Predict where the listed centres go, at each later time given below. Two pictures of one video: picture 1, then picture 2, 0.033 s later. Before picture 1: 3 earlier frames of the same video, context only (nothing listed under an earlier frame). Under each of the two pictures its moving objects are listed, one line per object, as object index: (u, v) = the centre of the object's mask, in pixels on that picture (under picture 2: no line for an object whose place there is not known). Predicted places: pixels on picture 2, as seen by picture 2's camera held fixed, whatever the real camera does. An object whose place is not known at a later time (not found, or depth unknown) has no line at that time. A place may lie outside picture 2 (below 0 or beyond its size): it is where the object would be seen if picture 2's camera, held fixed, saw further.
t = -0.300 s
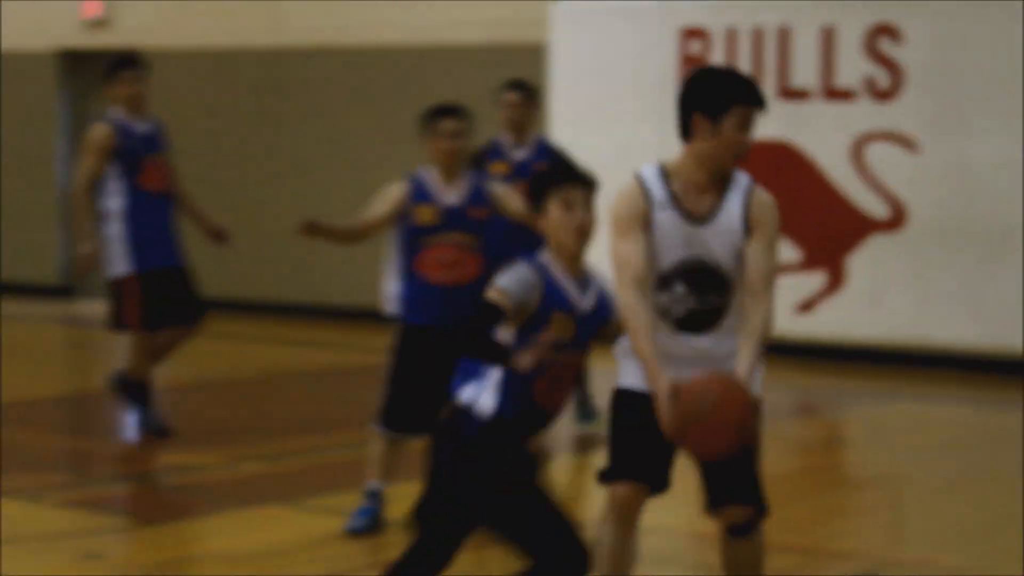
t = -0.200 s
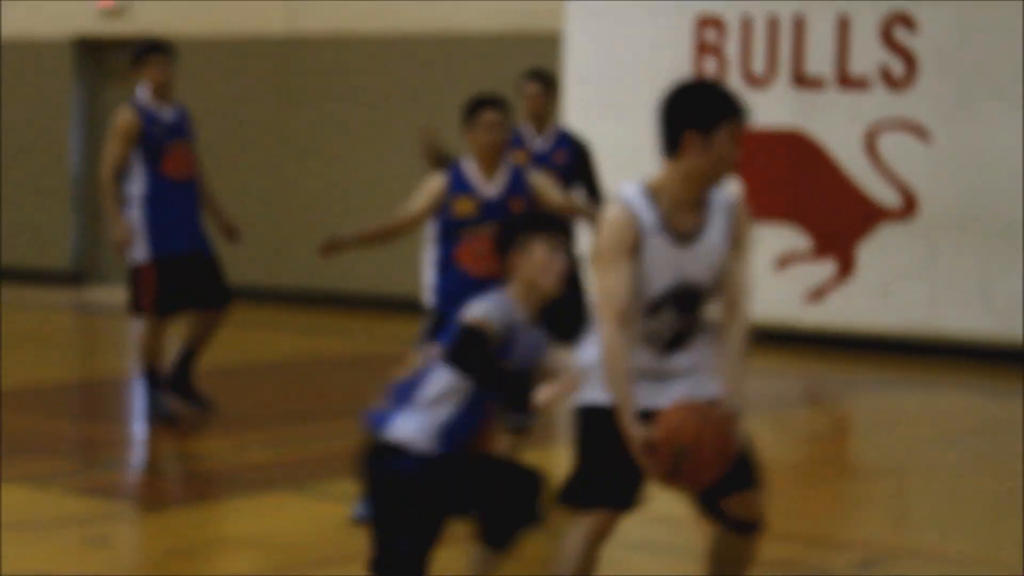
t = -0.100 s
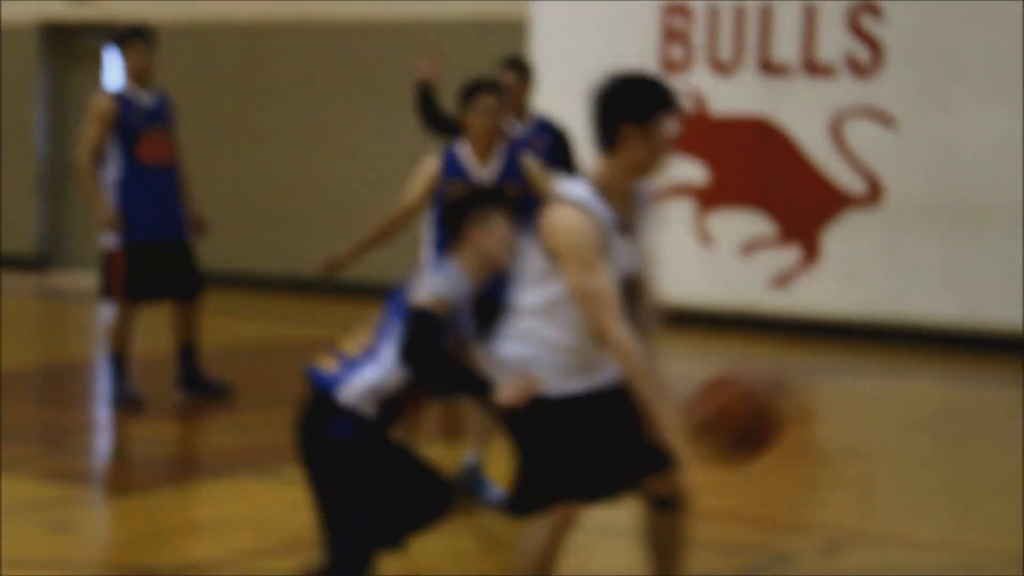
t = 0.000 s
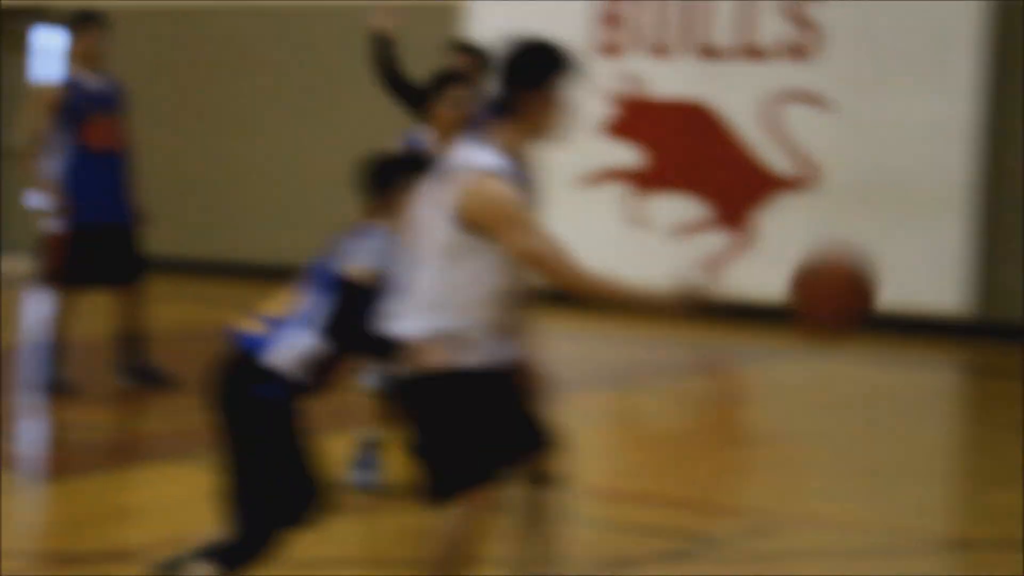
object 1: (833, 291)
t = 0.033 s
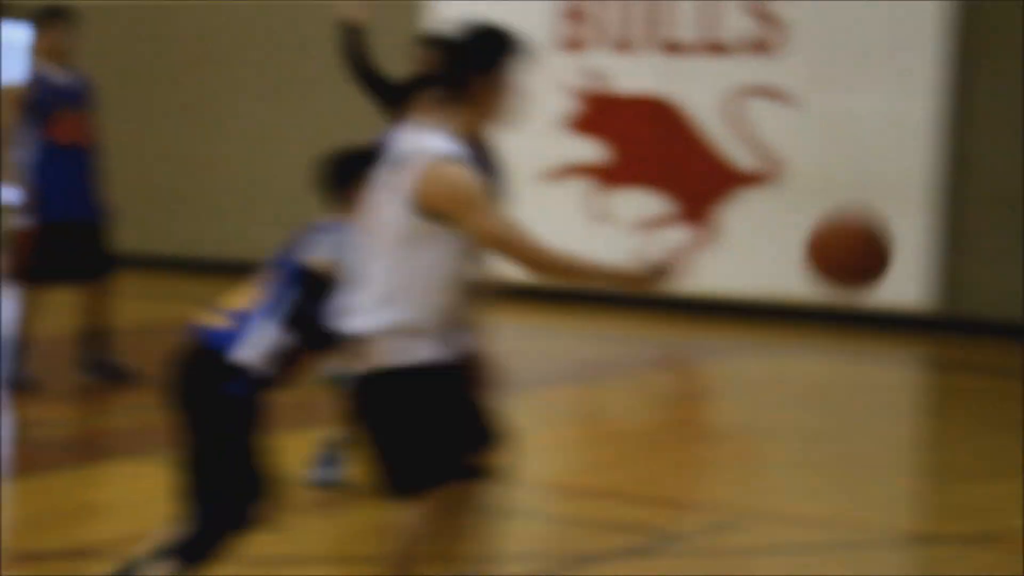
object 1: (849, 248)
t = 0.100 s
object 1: (956, 199)
